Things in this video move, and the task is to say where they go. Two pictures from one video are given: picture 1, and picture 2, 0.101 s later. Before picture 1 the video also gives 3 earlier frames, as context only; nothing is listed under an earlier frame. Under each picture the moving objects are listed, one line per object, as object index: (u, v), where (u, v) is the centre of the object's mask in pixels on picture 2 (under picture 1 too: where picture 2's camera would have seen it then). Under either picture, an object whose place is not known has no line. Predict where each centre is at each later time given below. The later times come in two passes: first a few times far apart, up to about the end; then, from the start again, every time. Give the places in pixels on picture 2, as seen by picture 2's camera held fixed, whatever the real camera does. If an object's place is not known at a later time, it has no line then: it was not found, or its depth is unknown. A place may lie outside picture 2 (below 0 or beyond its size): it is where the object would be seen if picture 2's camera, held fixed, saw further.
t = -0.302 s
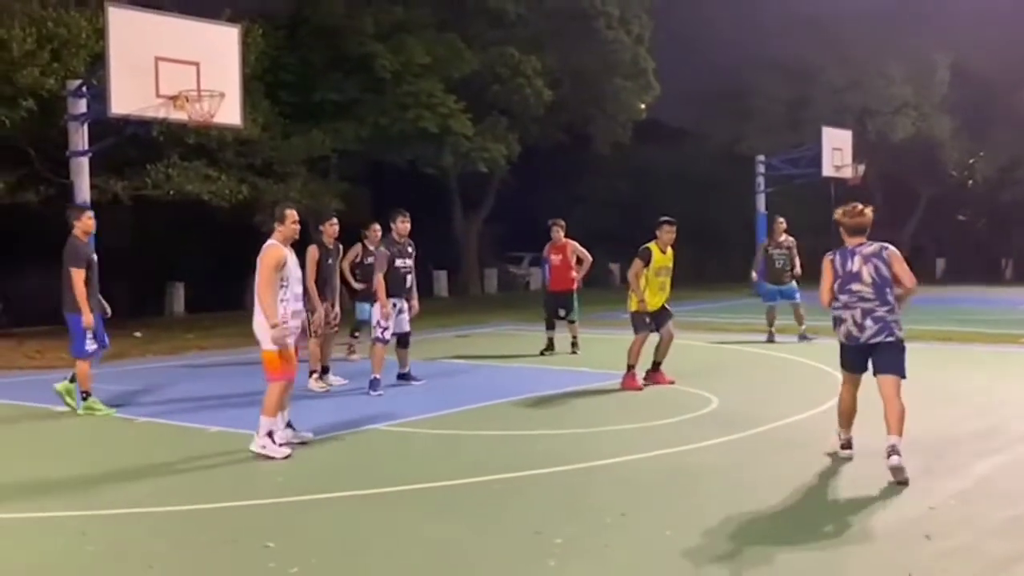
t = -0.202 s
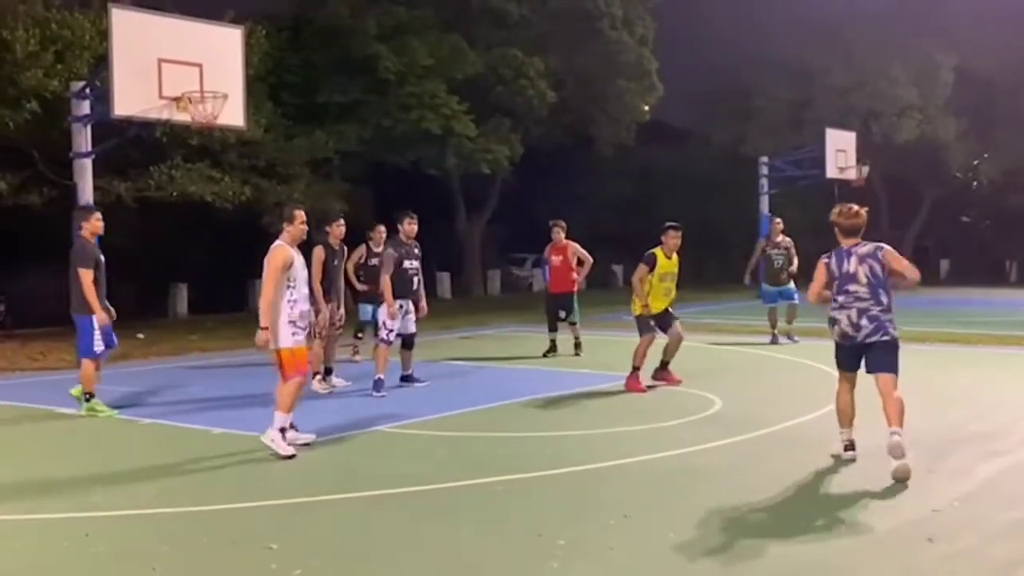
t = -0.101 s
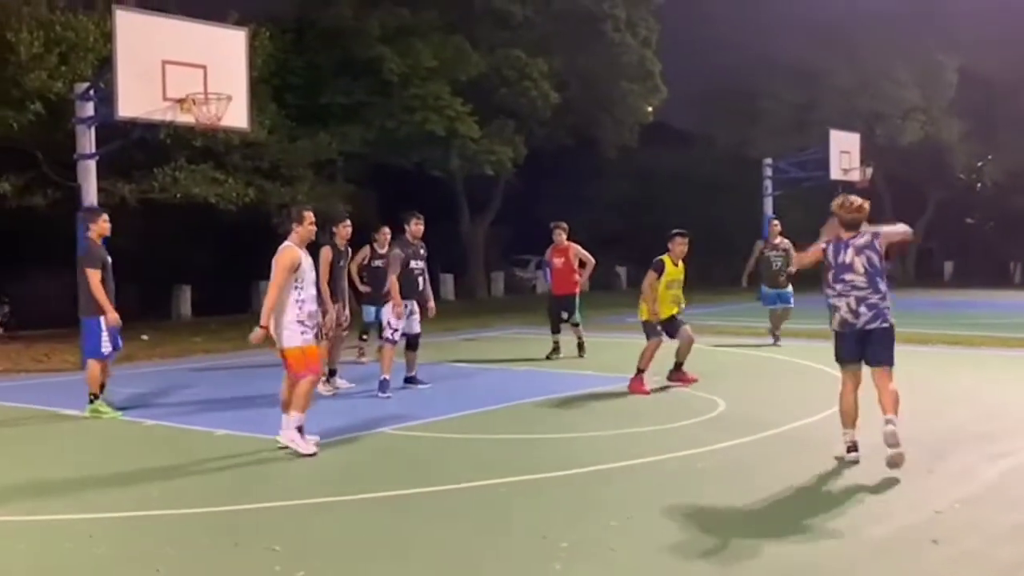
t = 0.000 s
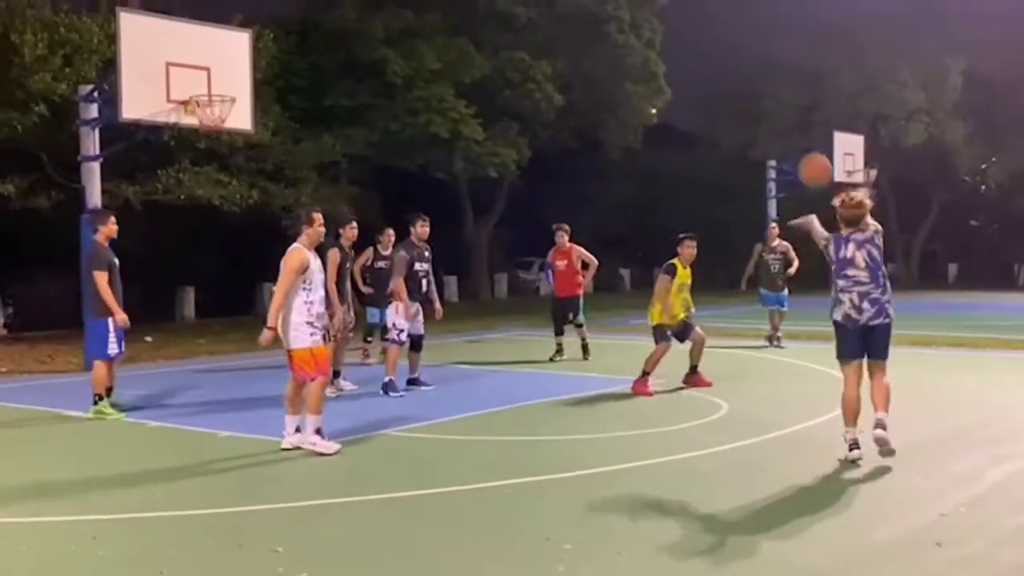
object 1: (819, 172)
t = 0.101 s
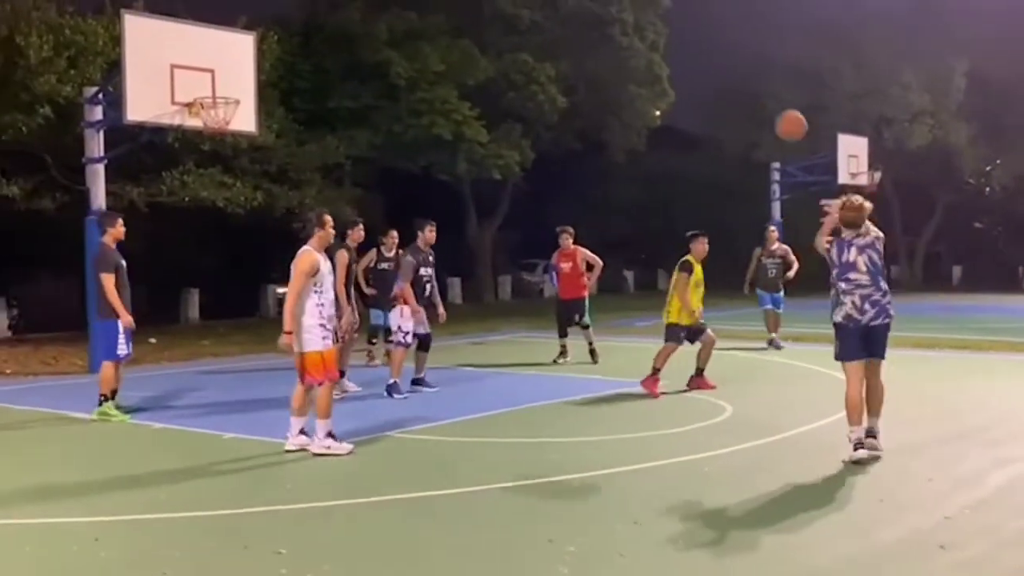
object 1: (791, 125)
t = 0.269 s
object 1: (753, 87)
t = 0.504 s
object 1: (715, 87)
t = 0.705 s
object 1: (690, 120)
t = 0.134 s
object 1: (783, 114)
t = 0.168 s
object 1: (774, 105)
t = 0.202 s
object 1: (767, 97)
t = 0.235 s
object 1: (760, 92)
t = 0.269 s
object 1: (753, 87)
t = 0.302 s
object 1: (747, 84)
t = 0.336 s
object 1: (741, 82)
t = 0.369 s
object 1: (735, 81)
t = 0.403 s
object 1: (730, 81)
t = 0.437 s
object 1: (725, 82)
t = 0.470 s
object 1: (720, 84)
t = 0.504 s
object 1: (715, 87)
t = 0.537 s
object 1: (710, 91)
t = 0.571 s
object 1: (706, 95)
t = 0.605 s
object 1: (702, 100)
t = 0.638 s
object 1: (698, 106)
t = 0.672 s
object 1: (693, 113)
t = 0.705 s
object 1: (690, 120)
